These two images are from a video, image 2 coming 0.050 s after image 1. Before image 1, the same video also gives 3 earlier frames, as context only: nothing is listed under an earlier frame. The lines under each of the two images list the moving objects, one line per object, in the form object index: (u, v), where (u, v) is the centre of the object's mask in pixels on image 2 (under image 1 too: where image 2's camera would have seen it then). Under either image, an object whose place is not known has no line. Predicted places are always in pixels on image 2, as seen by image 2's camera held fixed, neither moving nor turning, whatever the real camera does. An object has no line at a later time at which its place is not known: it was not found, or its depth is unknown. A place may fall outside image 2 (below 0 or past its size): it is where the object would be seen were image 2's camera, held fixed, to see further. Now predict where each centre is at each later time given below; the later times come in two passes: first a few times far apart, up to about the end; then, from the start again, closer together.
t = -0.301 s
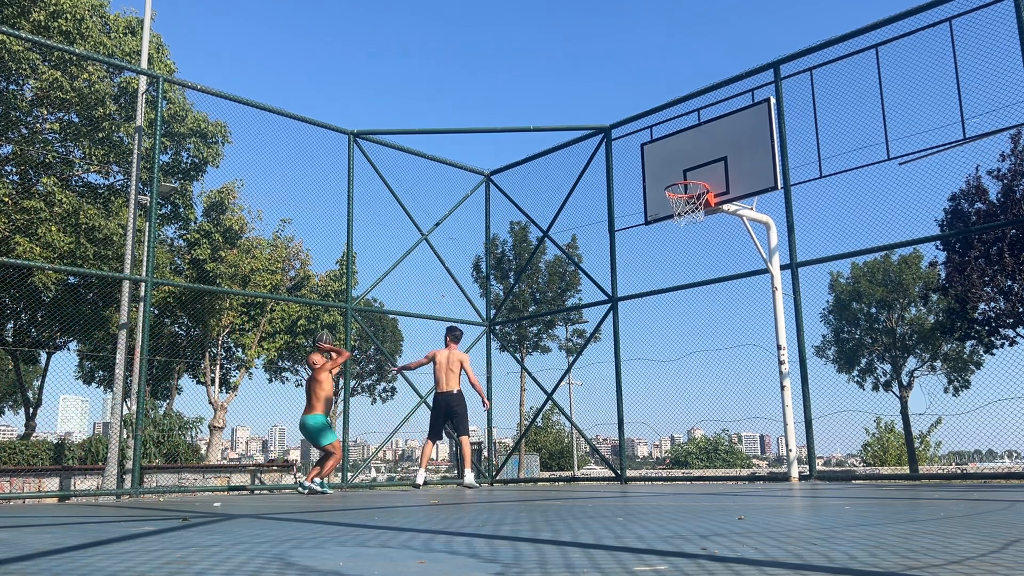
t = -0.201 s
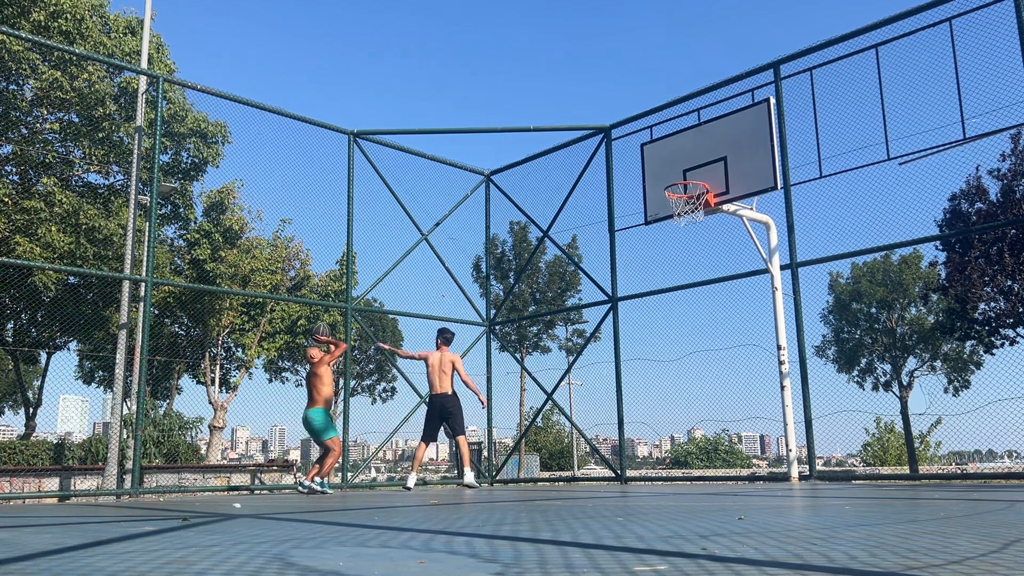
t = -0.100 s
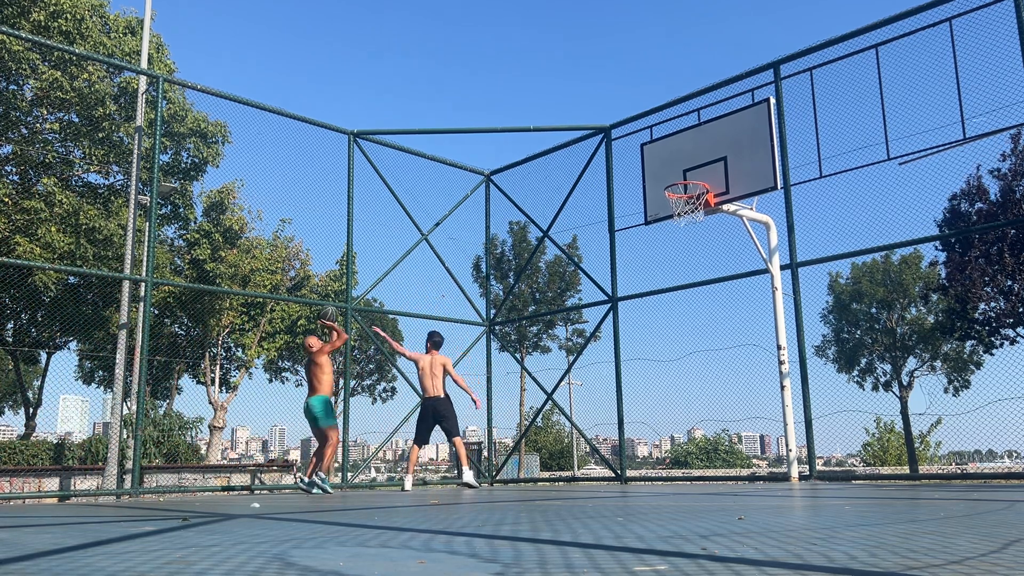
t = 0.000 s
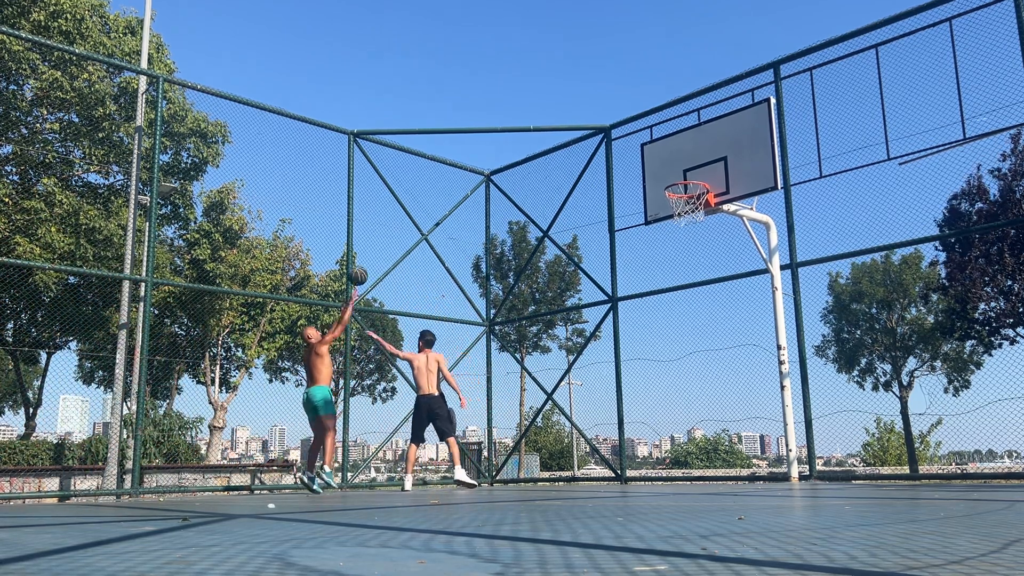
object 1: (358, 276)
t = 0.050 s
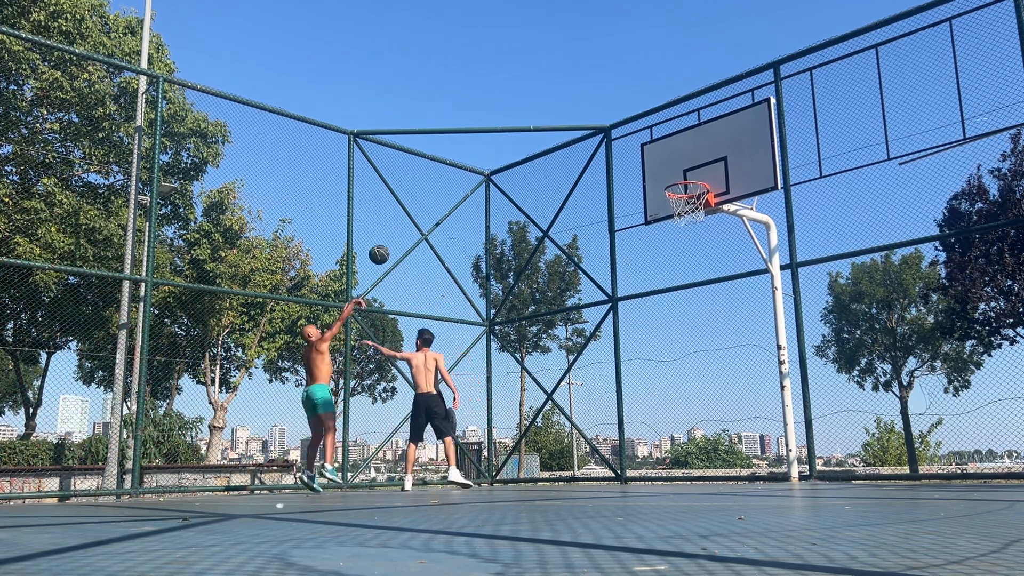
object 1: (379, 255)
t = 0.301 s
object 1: (482, 180)
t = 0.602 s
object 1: (606, 153)
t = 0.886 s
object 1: (682, 182)
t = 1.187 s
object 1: (688, 236)
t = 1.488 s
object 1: (694, 365)
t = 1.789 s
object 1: (689, 391)
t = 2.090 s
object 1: (672, 290)
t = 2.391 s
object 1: (661, 279)
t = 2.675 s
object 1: (657, 347)
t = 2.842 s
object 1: (657, 423)
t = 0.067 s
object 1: (386, 248)
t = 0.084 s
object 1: (393, 241)
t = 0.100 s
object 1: (400, 235)
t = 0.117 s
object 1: (407, 230)
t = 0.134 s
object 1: (414, 224)
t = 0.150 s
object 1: (421, 219)
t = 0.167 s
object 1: (428, 213)
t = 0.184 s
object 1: (435, 209)
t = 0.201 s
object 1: (442, 204)
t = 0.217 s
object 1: (449, 199)
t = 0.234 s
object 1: (456, 195)
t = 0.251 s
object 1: (462, 191)
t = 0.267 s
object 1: (469, 187)
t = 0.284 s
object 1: (476, 183)
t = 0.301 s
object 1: (482, 180)
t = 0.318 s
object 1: (489, 177)
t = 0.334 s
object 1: (497, 173)
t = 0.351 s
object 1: (503, 171)
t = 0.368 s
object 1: (510, 168)
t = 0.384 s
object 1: (517, 165)
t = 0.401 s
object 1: (524, 164)
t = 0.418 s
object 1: (531, 161)
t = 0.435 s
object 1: (538, 160)
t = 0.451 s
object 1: (545, 158)
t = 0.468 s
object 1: (551, 157)
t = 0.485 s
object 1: (558, 156)
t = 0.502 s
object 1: (565, 155)
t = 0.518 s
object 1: (572, 154)
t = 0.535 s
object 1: (579, 153)
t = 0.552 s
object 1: (585, 153)
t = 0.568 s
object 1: (593, 153)
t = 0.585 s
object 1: (600, 153)
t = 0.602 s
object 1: (606, 153)
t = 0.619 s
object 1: (613, 153)
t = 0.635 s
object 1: (620, 154)
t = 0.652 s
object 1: (627, 155)
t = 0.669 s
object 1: (634, 156)
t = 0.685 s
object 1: (642, 158)
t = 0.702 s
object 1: (649, 160)
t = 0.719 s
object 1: (655, 161)
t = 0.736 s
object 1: (663, 163)
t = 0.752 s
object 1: (670, 166)
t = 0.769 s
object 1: (674, 168)
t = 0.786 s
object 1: (675, 169)
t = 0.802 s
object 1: (677, 171)
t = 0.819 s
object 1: (678, 172)
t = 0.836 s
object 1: (679, 173)
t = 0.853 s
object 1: (680, 174)
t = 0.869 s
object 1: (681, 179)
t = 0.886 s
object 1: (682, 182)
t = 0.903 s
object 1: (683, 185)
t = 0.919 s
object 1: (685, 190)
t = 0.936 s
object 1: (687, 193)
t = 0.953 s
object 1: (687, 195)
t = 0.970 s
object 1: (685, 201)
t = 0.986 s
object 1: (686, 203)
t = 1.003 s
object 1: (687, 206)
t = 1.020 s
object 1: (688, 205)
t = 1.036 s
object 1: (688, 206)
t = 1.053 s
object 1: (688, 207)
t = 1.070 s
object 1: (688, 210)
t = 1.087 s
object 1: (688, 213)
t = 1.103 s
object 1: (688, 216)
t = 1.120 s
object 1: (688, 220)
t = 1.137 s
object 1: (688, 223)
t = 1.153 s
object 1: (688, 227)
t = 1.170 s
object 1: (688, 231)
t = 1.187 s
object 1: (688, 236)
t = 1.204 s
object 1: (688, 241)
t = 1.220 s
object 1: (688, 245)
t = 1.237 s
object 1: (688, 250)
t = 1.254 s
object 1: (689, 256)
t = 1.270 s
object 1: (689, 262)
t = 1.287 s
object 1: (689, 268)
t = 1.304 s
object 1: (689, 274)
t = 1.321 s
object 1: (690, 281)
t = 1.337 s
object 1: (690, 288)
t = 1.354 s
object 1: (690, 296)
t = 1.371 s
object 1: (691, 303)
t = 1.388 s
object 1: (691, 311)
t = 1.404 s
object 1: (691, 319)
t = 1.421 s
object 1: (692, 327)
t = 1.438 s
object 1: (692, 336)
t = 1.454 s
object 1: (693, 345)
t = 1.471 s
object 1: (693, 355)
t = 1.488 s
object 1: (694, 365)
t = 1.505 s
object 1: (694, 375)
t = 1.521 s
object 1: (695, 386)
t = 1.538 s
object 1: (696, 397)
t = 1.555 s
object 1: (696, 408)
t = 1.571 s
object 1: (697, 420)
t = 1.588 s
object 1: (698, 432)
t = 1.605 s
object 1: (698, 444)
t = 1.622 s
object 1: (699, 457)
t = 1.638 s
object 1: (700, 471)
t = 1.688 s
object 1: (696, 447)
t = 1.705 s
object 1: (695, 437)
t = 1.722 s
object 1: (694, 427)
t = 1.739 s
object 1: (692, 417)
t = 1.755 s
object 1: (691, 408)
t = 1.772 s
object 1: (690, 399)
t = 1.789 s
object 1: (689, 391)
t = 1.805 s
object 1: (688, 382)
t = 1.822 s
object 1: (687, 374)
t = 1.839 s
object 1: (686, 367)
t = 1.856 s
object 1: (685, 359)
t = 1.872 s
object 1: (683, 352)
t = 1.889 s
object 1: (683, 346)
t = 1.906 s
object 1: (682, 339)
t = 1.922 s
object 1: (680, 333)
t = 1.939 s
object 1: (680, 328)
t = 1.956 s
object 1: (679, 322)
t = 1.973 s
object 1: (678, 317)
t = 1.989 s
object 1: (677, 312)
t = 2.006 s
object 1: (676, 308)
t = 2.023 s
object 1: (675, 304)
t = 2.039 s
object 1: (674, 300)
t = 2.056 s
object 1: (674, 296)
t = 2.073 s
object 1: (673, 293)
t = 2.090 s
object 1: (672, 290)
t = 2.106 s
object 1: (671, 287)
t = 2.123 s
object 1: (671, 285)
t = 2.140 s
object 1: (670, 282)
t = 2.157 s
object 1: (669, 280)
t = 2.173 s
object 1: (669, 279)
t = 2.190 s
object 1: (667, 277)
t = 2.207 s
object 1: (667, 276)
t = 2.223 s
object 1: (666, 275)
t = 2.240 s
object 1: (666, 274)
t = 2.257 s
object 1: (665, 274)
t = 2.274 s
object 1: (665, 274)
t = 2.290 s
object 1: (664, 274)
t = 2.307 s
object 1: (664, 274)
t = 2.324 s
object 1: (663, 275)
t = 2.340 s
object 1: (663, 276)
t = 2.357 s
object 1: (662, 277)
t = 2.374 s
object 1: (662, 278)
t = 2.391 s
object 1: (661, 279)
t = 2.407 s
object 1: (661, 280)
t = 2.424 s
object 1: (661, 283)
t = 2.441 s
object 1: (660, 286)
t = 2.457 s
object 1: (660, 289)
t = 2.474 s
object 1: (659, 292)
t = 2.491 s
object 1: (659, 295)
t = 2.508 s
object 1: (659, 298)
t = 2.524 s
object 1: (658, 302)
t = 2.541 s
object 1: (658, 306)
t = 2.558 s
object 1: (658, 310)
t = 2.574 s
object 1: (658, 314)
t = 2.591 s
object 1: (657, 319)
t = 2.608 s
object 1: (657, 324)
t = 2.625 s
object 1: (657, 329)
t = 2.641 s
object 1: (657, 335)
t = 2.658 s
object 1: (657, 341)
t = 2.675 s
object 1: (657, 347)
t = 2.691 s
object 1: (656, 353)
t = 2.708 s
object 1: (656, 360)
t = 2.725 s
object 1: (656, 367)
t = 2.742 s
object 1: (656, 374)
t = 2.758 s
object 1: (656, 381)
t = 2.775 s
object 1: (656, 389)
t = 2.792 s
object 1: (656, 397)
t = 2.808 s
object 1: (657, 405)
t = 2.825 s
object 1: (656, 414)
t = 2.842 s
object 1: (657, 423)
